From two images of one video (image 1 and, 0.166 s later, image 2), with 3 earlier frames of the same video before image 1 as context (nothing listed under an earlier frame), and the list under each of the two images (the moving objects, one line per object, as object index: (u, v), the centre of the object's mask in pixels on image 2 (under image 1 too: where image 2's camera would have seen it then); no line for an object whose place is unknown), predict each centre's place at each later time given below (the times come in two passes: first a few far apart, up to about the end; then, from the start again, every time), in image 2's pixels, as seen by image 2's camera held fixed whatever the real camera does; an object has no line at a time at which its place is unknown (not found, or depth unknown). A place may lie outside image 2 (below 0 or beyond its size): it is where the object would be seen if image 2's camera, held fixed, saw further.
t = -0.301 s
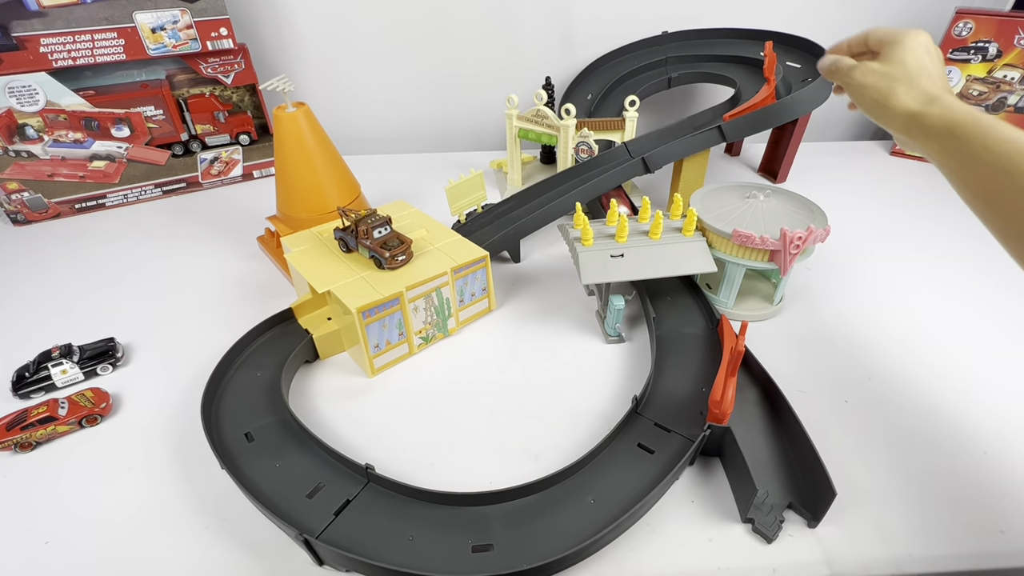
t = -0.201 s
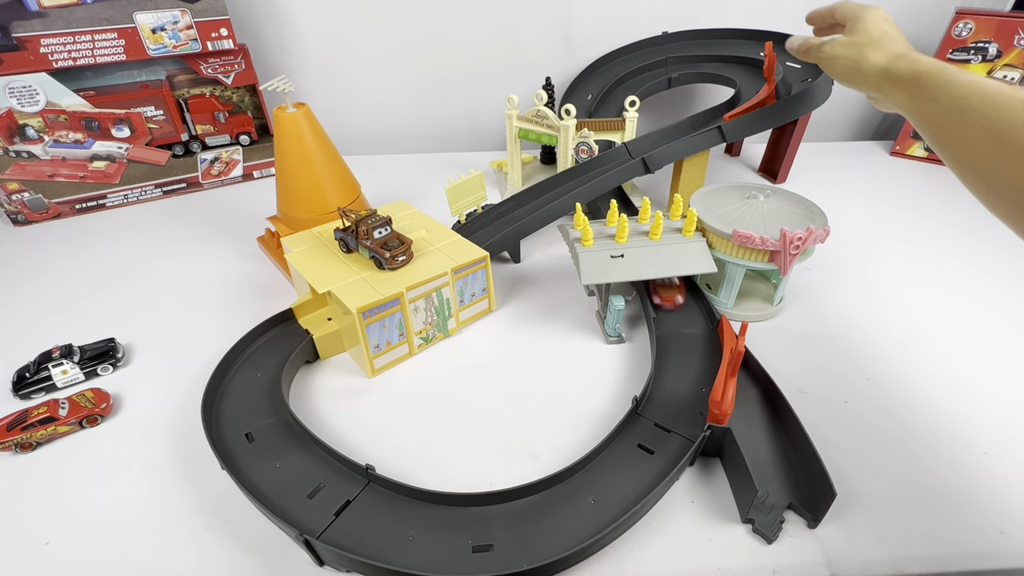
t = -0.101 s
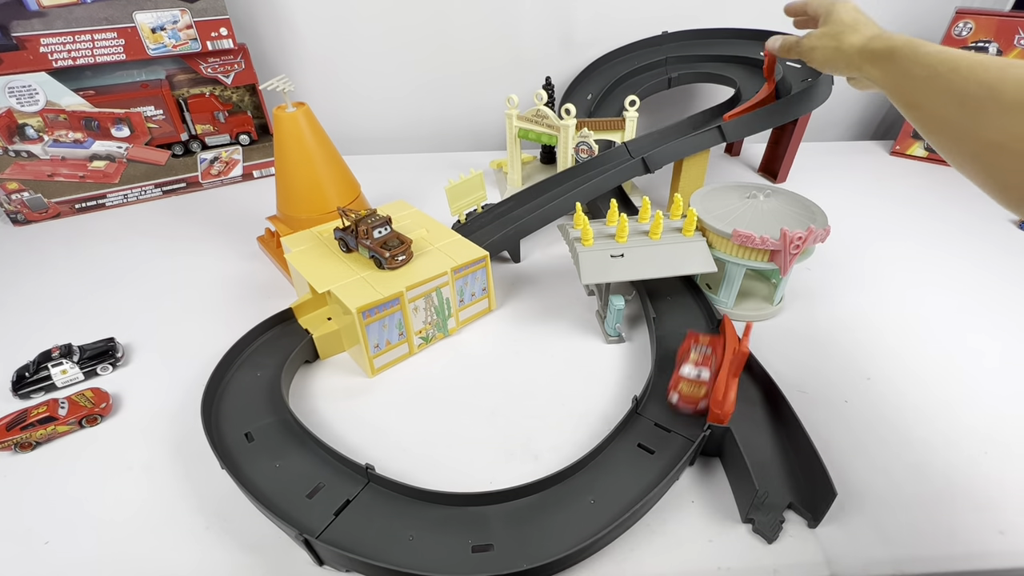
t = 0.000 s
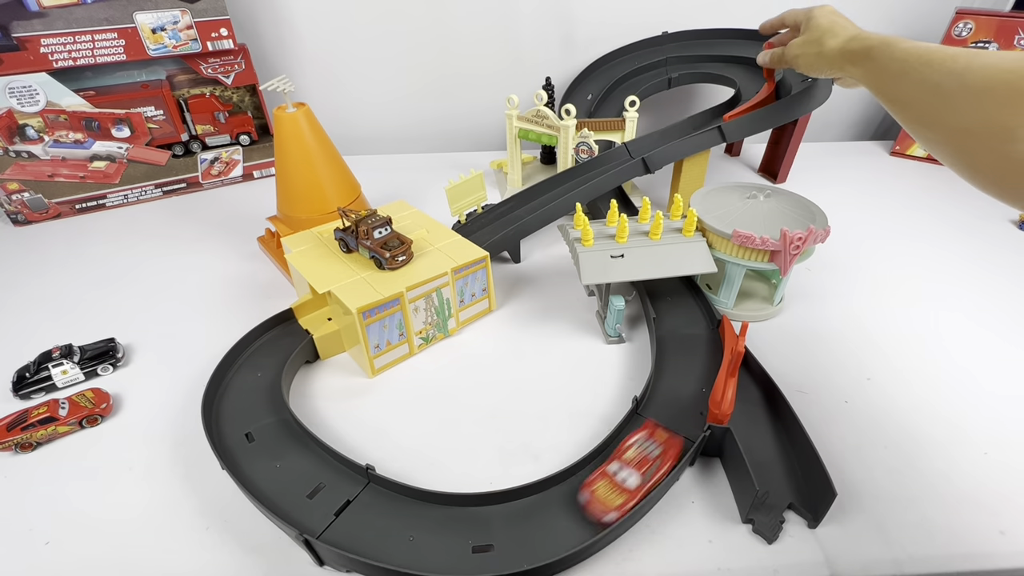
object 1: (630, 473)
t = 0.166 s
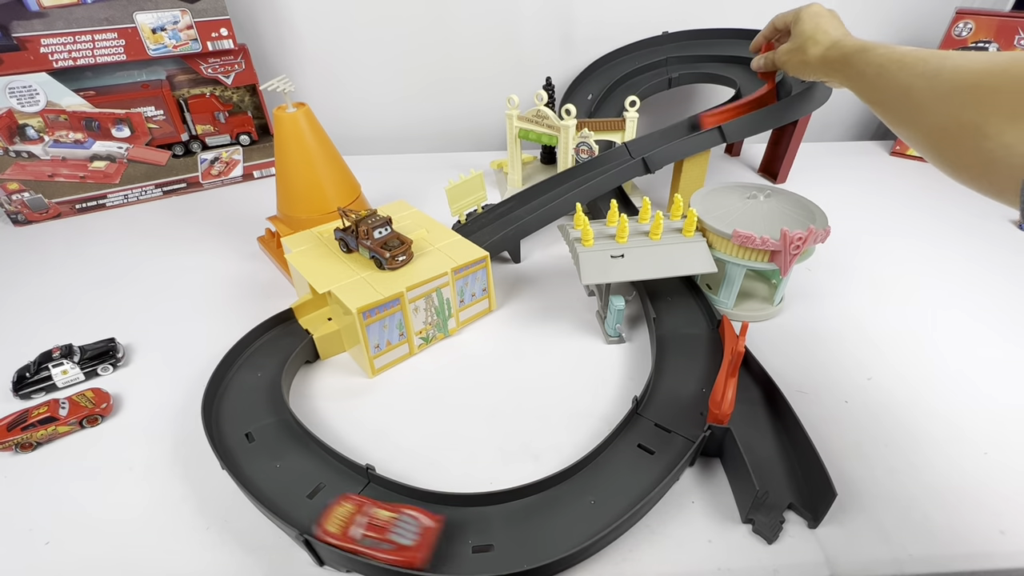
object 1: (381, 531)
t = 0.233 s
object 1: (304, 494)
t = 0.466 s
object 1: (266, 344)
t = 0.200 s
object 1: (338, 513)
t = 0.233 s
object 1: (304, 494)
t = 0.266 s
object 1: (277, 473)
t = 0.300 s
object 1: (257, 450)
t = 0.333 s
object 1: (241, 427)
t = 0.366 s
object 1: (234, 405)
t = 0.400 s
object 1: (238, 383)
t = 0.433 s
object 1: (250, 361)
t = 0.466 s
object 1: (266, 344)
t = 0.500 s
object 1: (286, 330)
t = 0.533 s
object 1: (300, 320)
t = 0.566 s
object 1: (311, 313)
